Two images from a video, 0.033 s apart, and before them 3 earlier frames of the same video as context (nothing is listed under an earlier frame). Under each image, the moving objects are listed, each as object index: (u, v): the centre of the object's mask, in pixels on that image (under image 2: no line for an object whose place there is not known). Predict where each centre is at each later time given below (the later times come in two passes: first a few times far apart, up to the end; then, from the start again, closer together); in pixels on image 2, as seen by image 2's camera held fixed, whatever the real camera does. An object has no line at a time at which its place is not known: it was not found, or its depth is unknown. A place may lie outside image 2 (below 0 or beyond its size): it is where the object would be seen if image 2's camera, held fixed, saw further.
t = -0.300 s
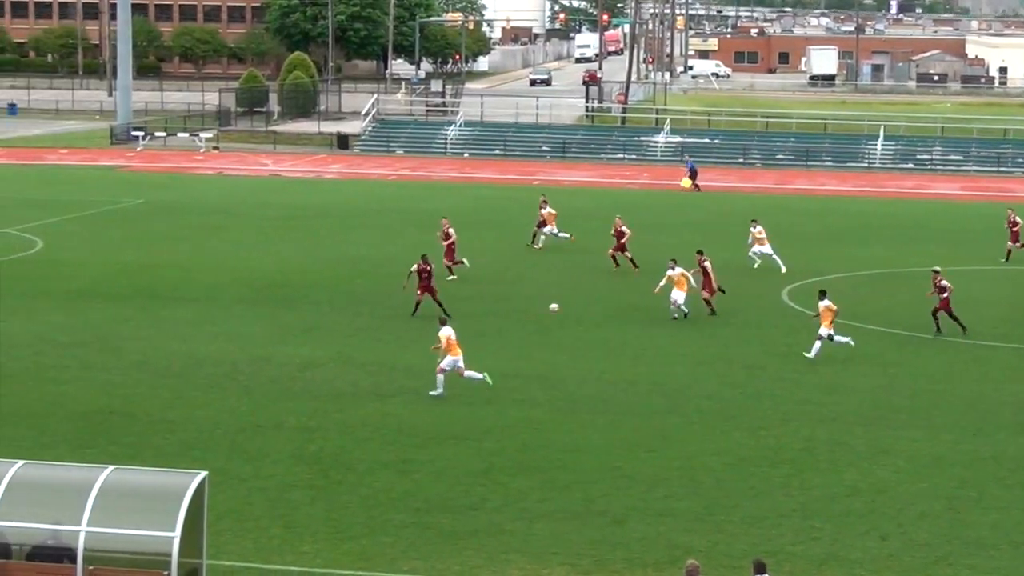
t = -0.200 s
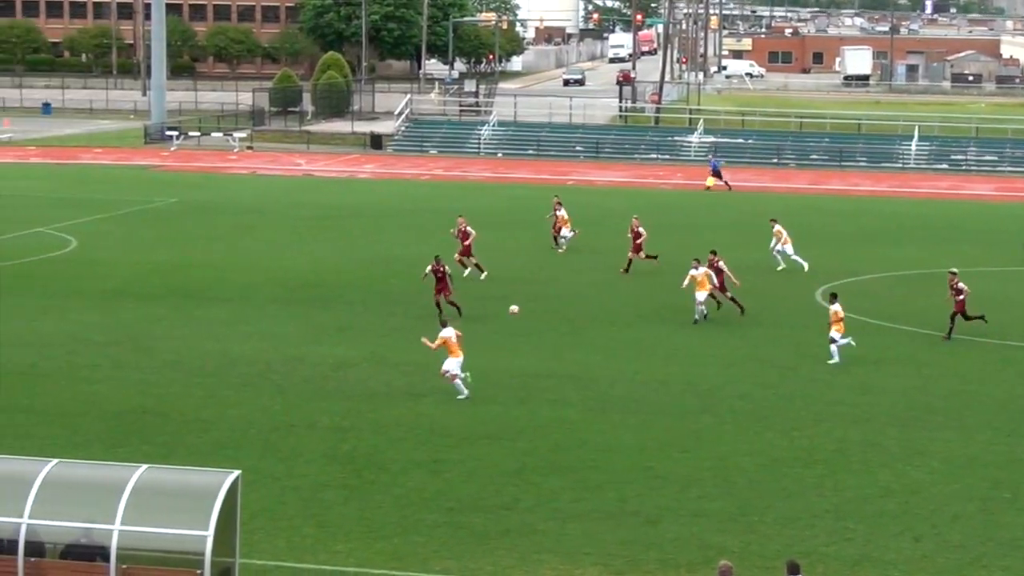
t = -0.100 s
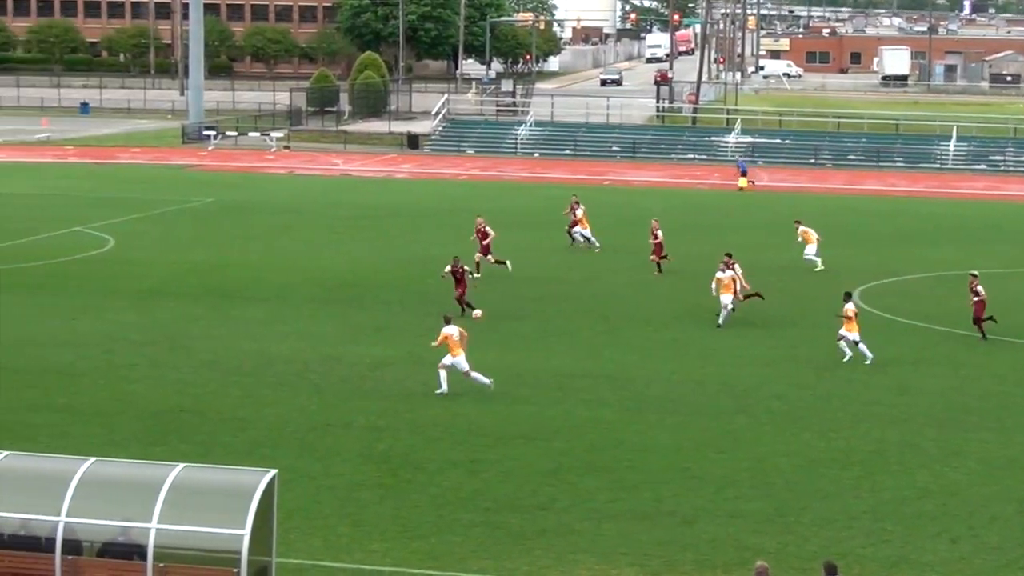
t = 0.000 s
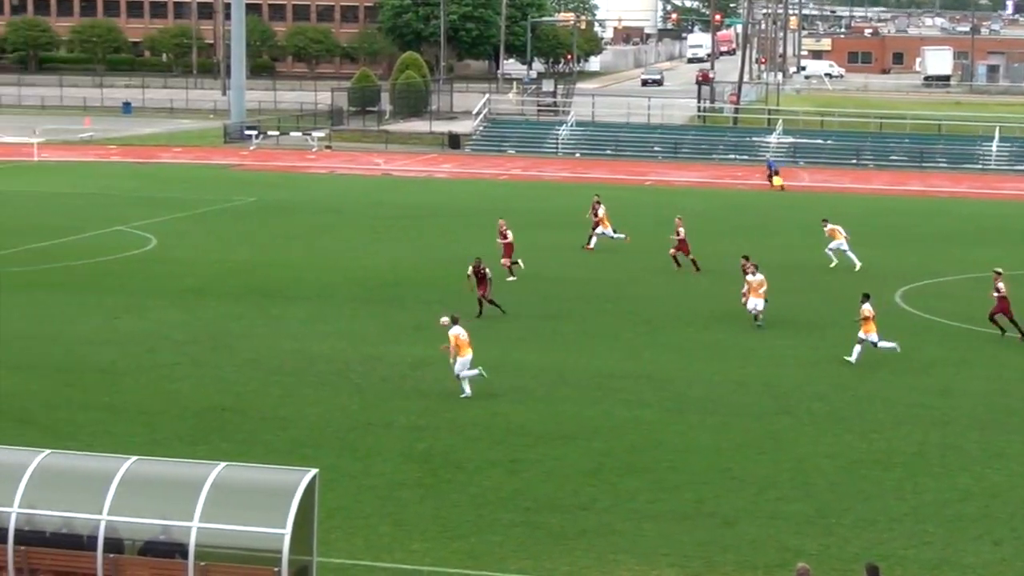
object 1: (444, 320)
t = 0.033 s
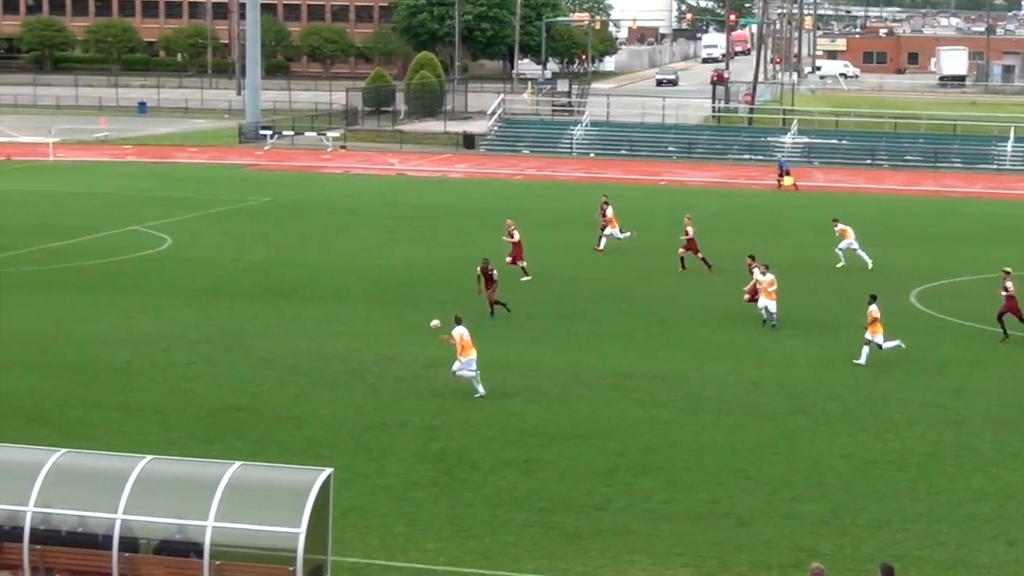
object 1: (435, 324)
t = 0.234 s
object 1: (299, 329)
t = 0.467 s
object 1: (147, 338)
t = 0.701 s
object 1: (10, 339)
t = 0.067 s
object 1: (411, 327)
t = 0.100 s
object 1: (386, 331)
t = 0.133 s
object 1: (364, 331)
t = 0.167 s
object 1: (343, 329)
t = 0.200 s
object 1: (321, 329)
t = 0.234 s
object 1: (299, 329)
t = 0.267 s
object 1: (277, 329)
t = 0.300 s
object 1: (255, 330)
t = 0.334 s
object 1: (234, 331)
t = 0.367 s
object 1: (211, 333)
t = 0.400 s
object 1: (190, 334)
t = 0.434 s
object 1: (168, 337)
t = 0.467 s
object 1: (147, 338)
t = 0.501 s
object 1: (128, 337)
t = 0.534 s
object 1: (108, 336)
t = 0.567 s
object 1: (88, 335)
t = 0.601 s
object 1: (69, 335)
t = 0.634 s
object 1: (49, 336)
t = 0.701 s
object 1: (10, 339)
